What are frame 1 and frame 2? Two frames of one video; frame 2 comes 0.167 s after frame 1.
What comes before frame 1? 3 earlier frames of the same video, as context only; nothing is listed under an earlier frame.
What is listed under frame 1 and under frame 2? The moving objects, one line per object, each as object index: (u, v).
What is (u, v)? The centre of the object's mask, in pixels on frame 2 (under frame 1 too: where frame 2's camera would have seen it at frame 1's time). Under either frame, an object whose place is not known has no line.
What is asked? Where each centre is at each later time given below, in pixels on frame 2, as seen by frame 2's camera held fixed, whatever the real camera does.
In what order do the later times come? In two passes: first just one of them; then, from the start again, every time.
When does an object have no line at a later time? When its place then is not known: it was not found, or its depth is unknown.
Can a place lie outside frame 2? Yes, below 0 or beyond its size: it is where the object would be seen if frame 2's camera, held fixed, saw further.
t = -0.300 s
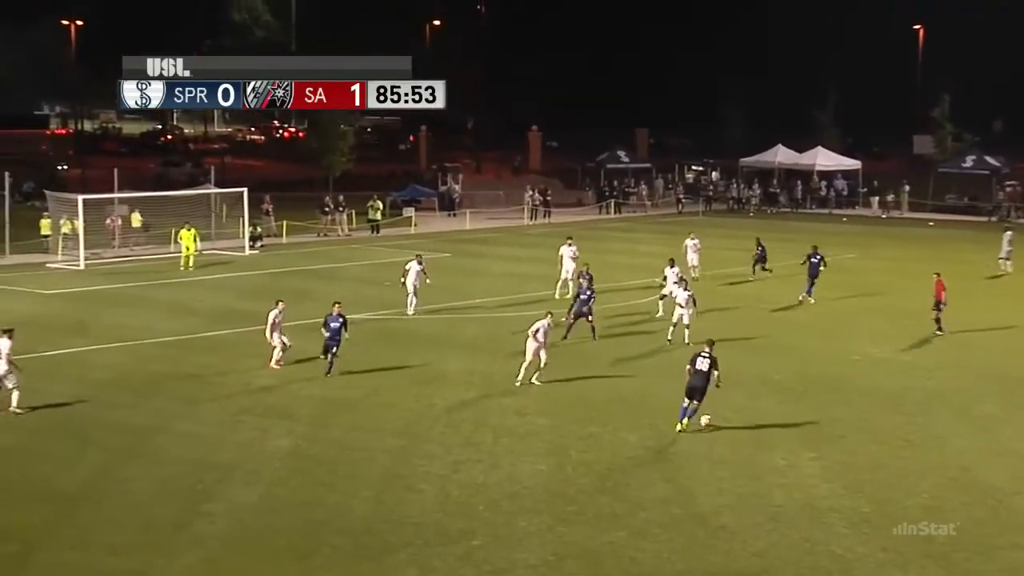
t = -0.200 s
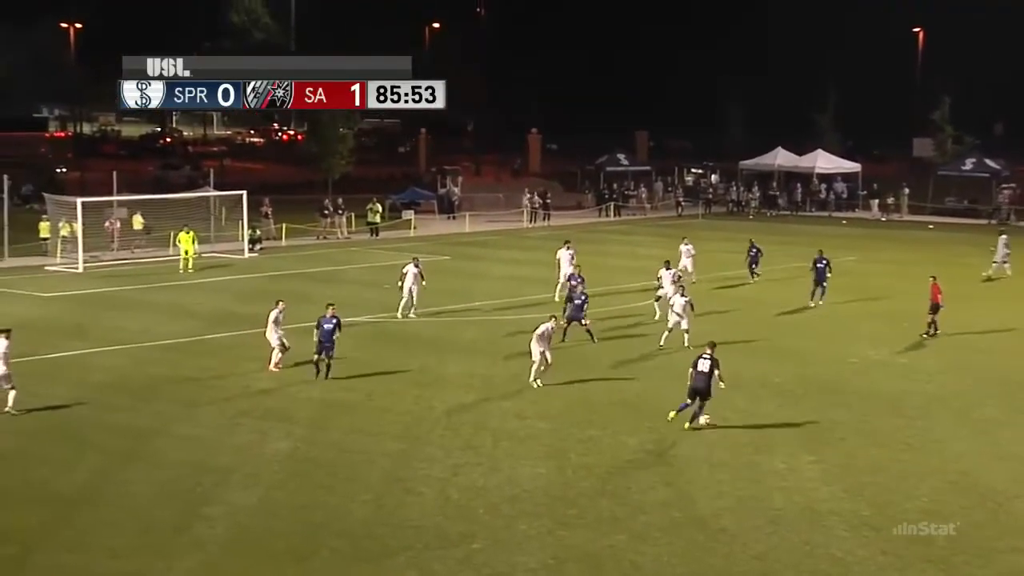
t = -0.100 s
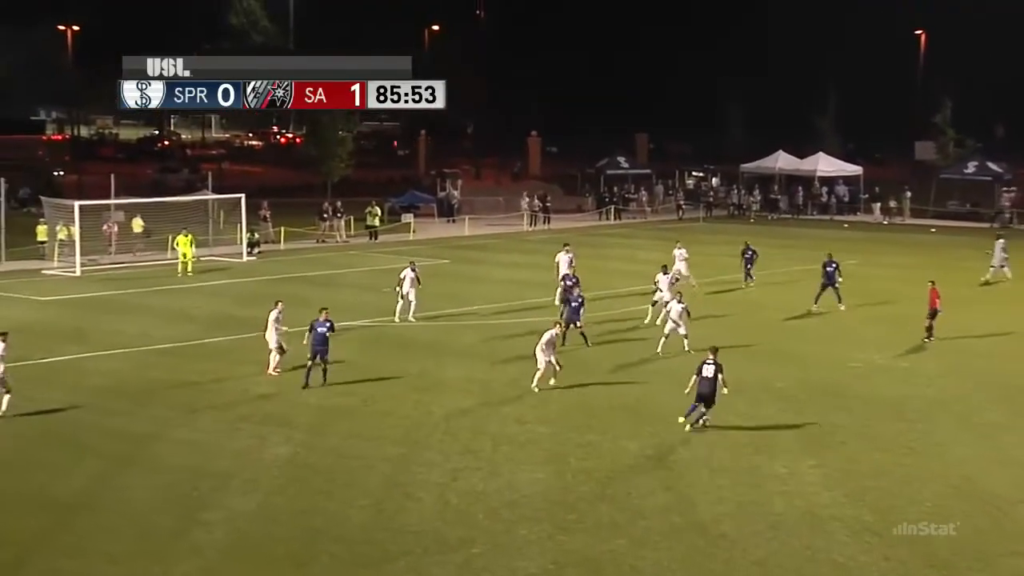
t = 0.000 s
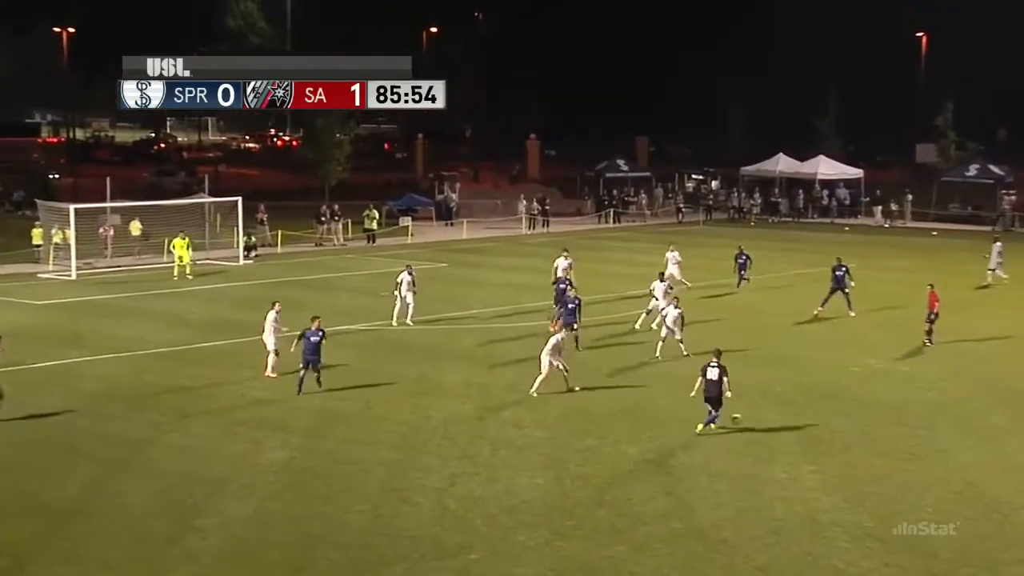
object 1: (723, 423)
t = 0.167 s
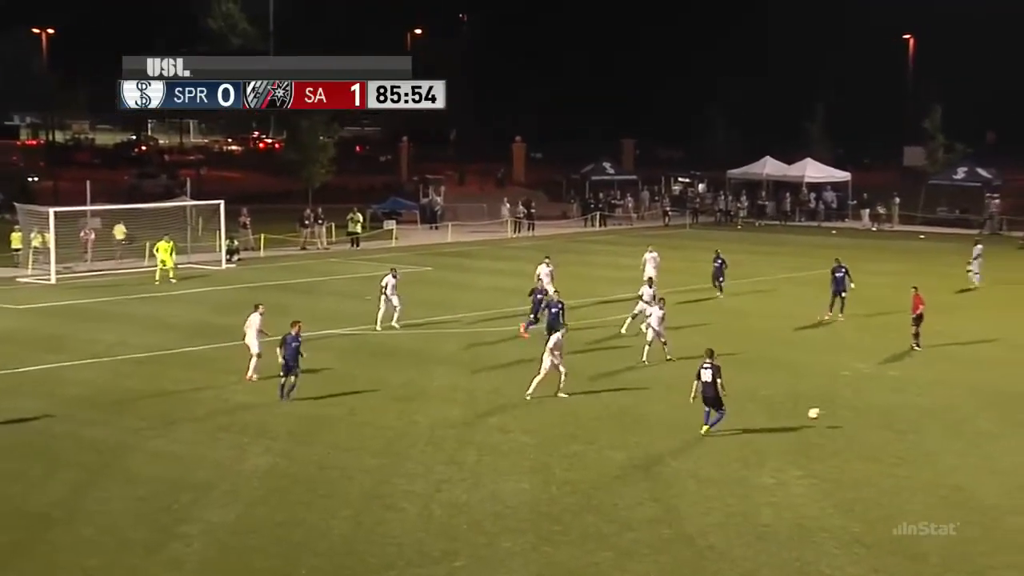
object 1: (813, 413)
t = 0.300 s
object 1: (883, 416)
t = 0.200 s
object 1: (831, 413)
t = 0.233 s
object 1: (849, 413)
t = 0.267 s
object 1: (866, 414)
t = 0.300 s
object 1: (883, 416)
